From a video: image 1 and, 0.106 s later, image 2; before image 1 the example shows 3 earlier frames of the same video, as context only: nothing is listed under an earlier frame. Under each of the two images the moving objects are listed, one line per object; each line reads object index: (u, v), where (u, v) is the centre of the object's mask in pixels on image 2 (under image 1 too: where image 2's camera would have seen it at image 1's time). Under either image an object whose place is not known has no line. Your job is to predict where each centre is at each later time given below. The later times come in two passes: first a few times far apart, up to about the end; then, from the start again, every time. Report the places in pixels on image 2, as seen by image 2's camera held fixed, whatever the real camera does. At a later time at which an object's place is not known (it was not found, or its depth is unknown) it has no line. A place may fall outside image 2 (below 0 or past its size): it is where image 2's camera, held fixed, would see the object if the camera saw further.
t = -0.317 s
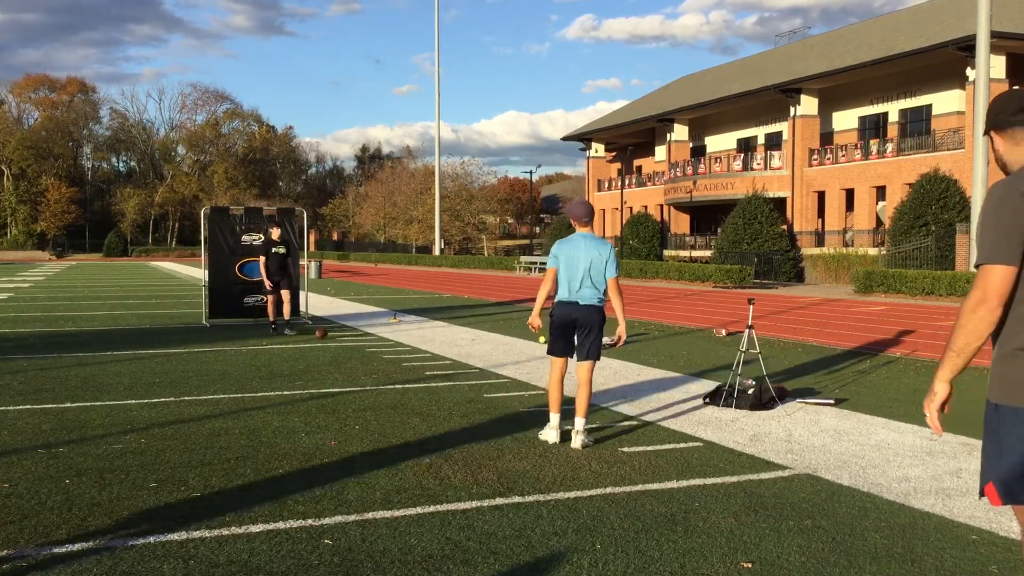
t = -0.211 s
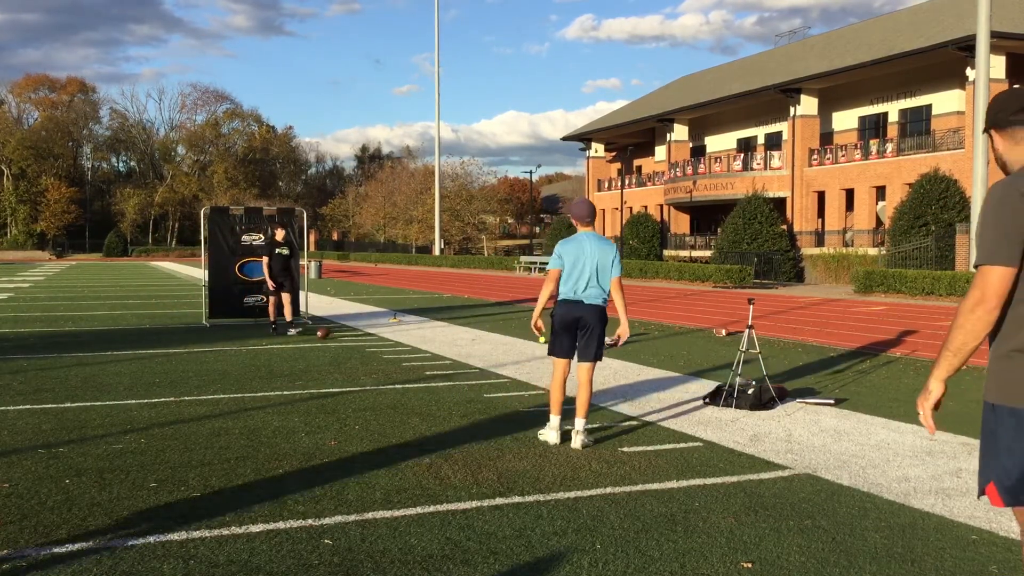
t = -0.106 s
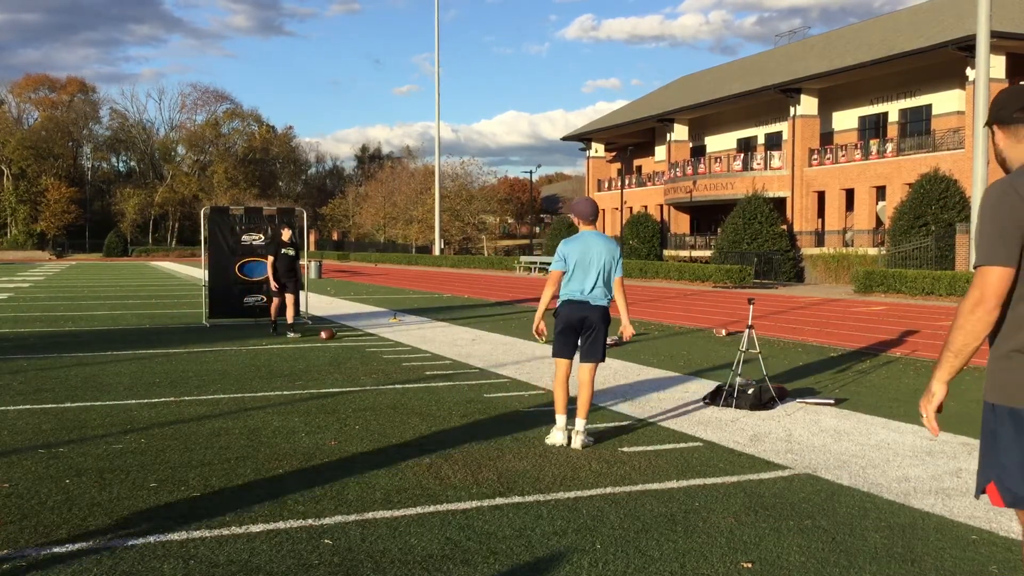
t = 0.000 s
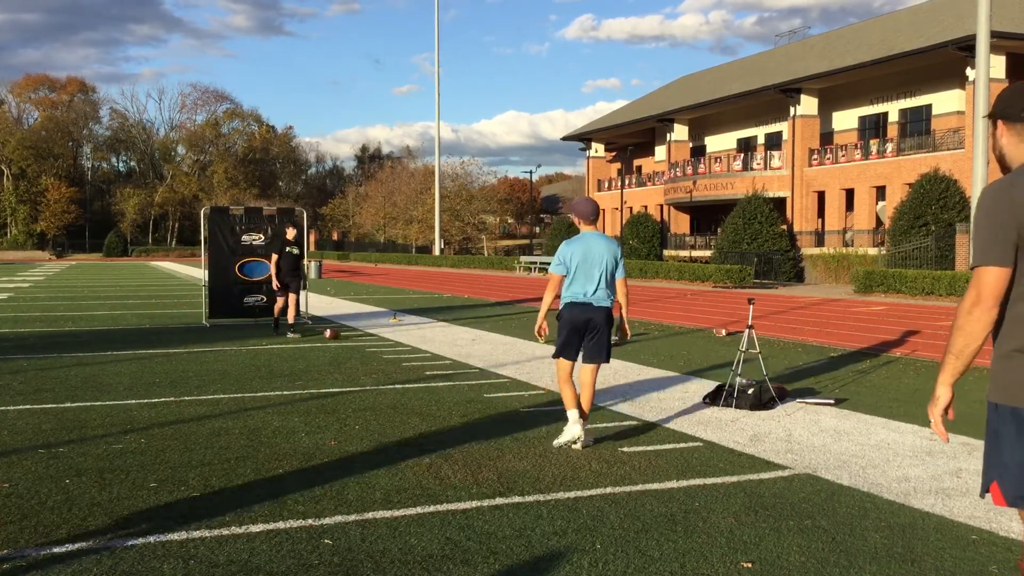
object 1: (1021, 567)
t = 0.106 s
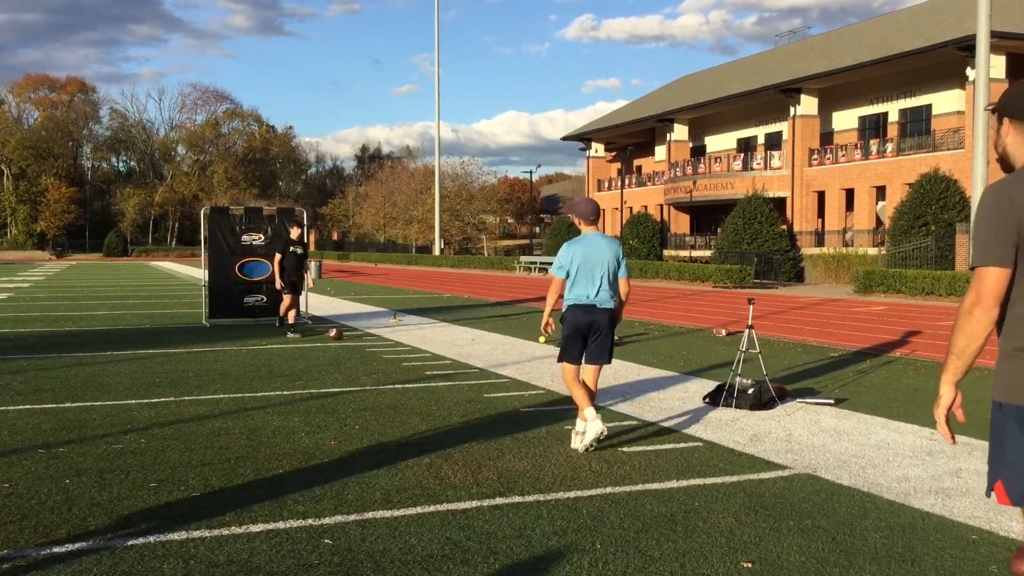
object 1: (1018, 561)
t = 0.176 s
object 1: (1015, 554)
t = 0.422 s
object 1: (995, 532)
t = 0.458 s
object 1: (989, 532)
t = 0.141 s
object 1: (1016, 558)
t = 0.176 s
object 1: (1015, 554)
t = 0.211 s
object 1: (1013, 550)
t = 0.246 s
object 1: (1011, 546)
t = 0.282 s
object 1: (1009, 541)
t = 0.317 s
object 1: (1007, 537)
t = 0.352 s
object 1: (1004, 534)
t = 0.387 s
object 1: (1000, 533)
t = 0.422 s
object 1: (995, 532)
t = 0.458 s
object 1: (989, 532)
